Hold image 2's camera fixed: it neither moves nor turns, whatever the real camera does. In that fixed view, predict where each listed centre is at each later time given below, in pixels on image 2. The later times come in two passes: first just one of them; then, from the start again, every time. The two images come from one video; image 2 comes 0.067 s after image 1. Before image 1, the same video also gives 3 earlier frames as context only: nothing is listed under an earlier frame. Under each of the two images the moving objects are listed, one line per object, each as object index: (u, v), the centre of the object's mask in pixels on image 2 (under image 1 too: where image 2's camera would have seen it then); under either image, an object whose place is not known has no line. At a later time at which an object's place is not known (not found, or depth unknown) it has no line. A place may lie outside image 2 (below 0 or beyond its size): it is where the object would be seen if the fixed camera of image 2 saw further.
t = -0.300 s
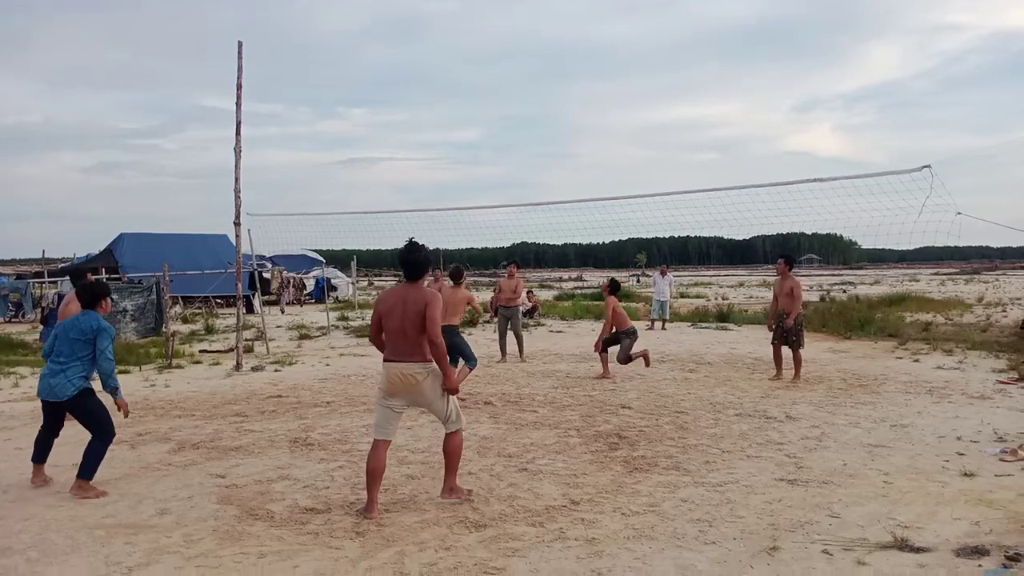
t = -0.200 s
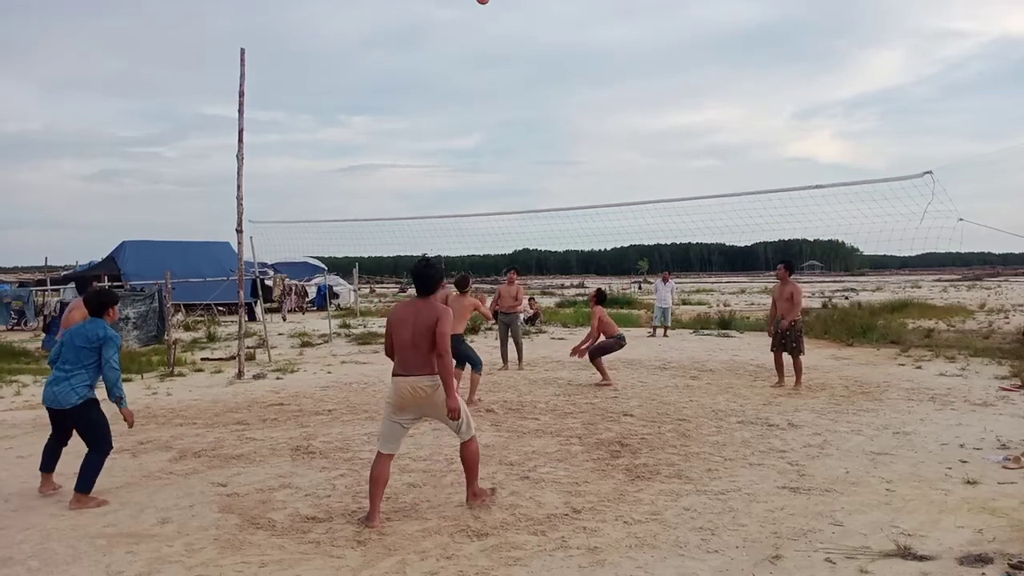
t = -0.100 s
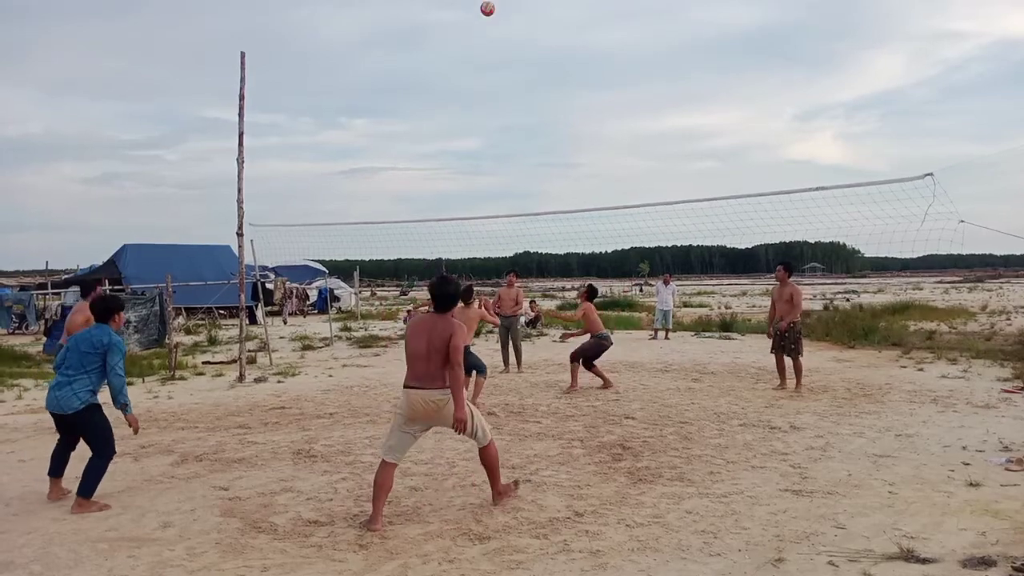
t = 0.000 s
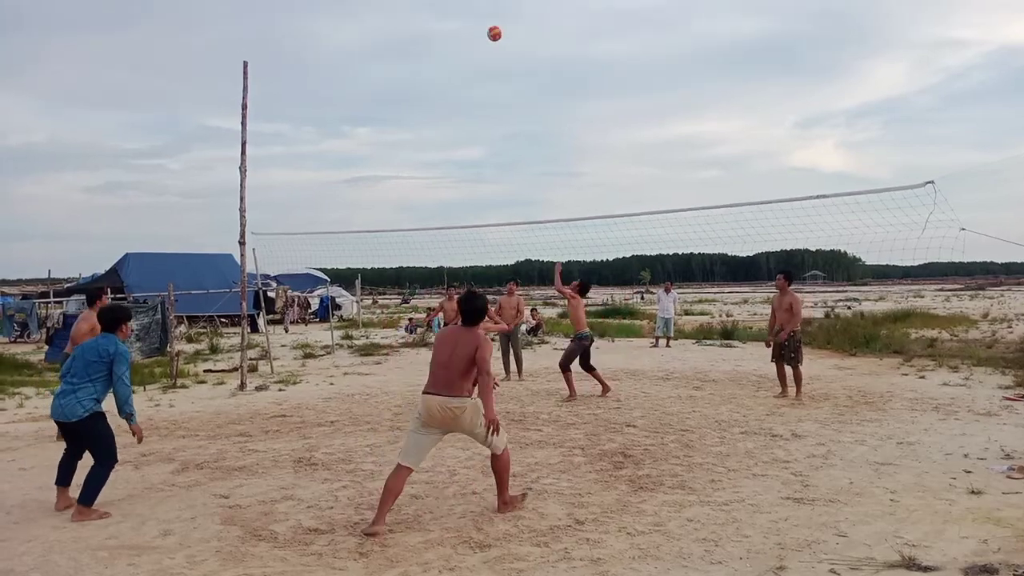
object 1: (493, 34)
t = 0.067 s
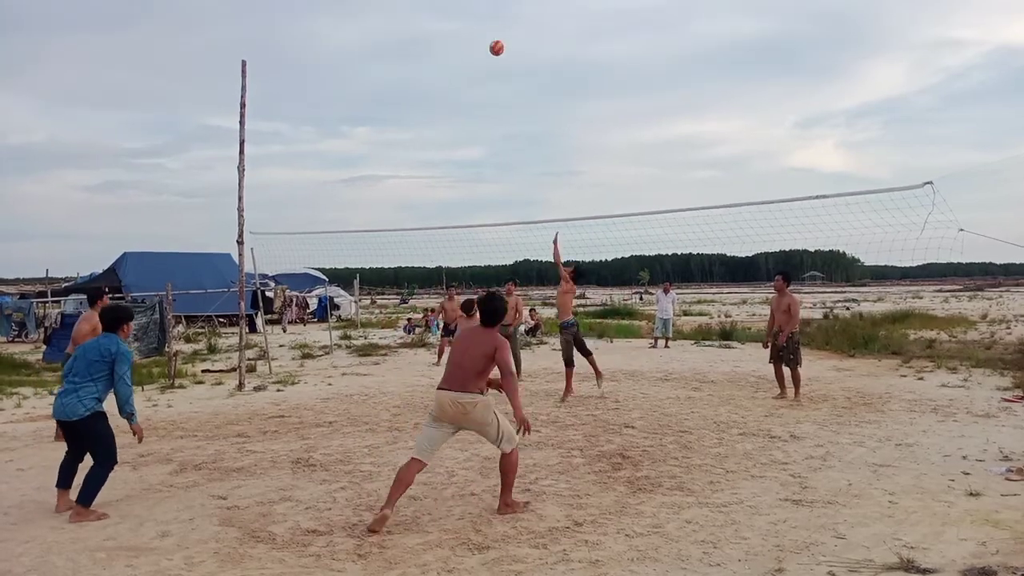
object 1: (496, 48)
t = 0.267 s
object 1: (506, 116)
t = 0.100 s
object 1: (498, 59)
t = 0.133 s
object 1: (500, 69)
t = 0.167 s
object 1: (501, 79)
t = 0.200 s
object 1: (503, 89)
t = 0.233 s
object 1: (505, 103)
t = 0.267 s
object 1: (506, 116)
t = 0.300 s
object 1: (508, 131)
